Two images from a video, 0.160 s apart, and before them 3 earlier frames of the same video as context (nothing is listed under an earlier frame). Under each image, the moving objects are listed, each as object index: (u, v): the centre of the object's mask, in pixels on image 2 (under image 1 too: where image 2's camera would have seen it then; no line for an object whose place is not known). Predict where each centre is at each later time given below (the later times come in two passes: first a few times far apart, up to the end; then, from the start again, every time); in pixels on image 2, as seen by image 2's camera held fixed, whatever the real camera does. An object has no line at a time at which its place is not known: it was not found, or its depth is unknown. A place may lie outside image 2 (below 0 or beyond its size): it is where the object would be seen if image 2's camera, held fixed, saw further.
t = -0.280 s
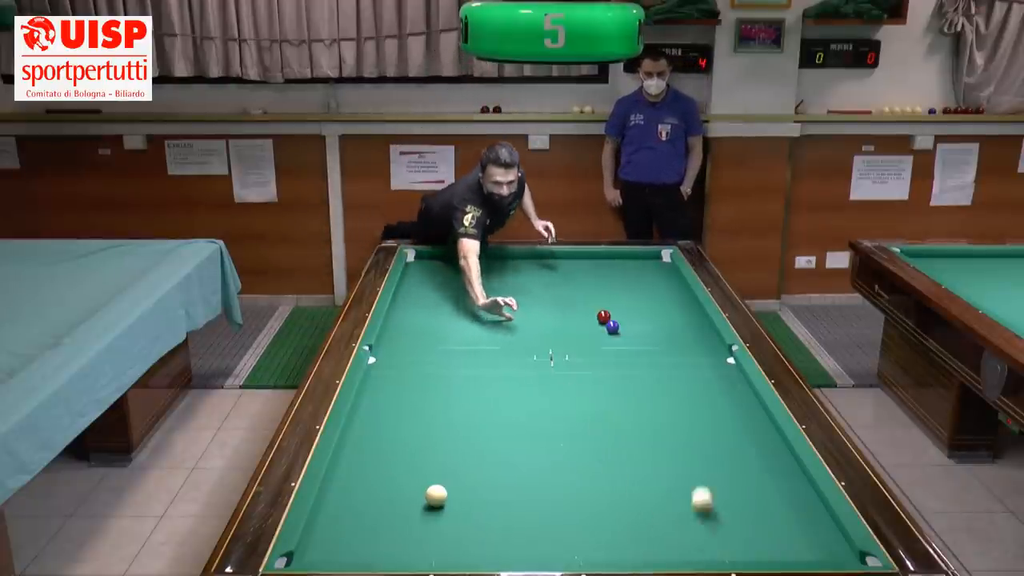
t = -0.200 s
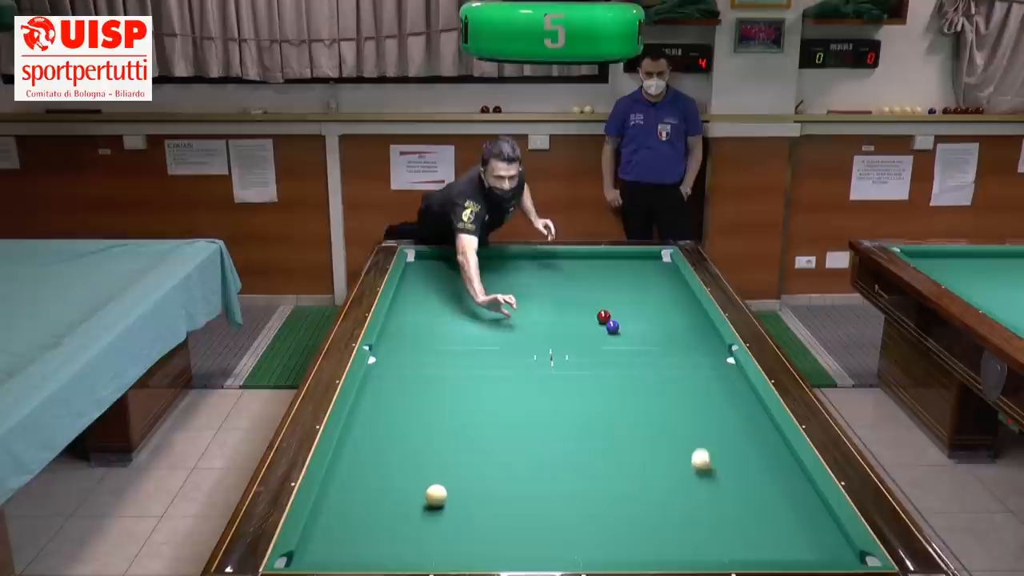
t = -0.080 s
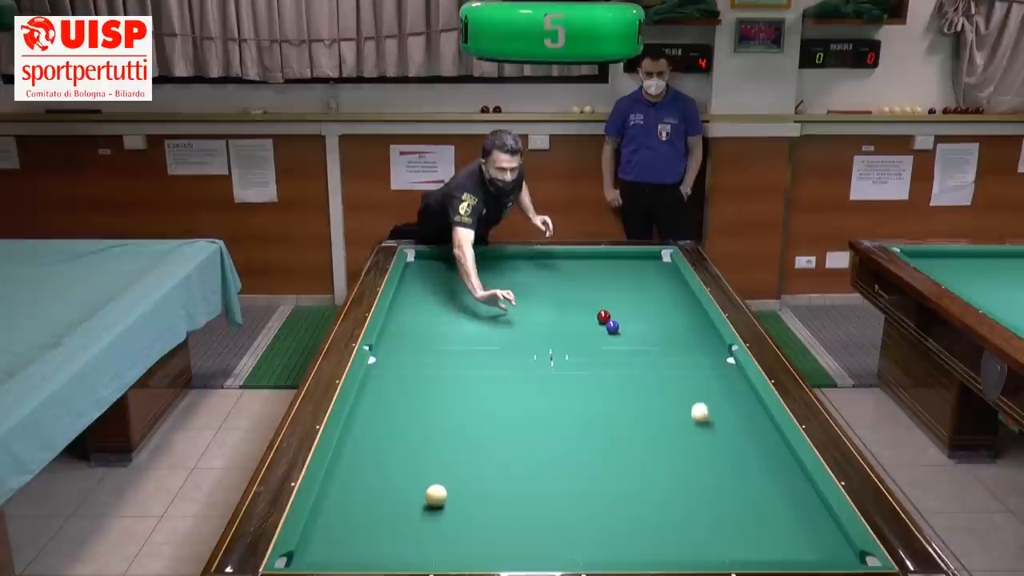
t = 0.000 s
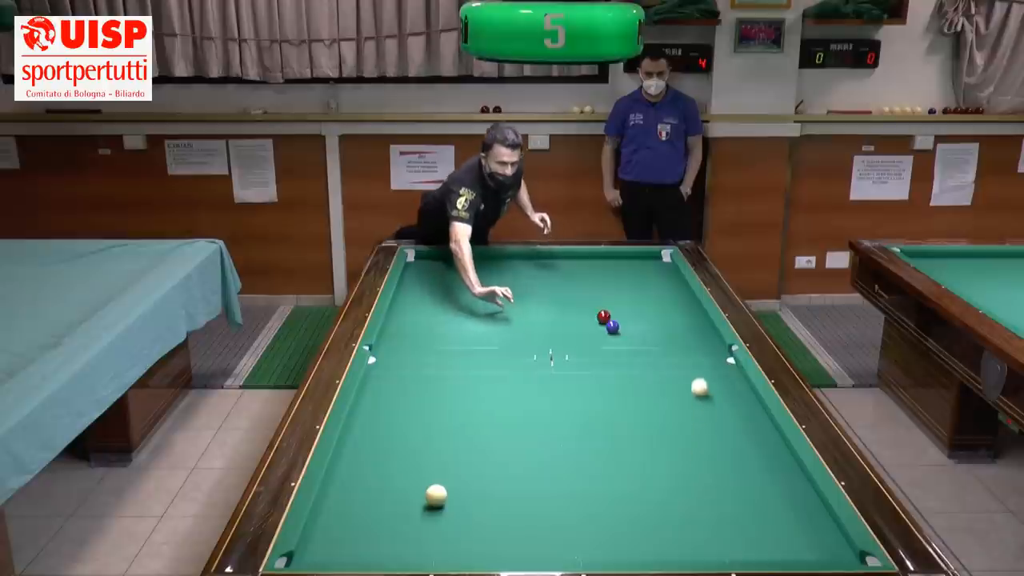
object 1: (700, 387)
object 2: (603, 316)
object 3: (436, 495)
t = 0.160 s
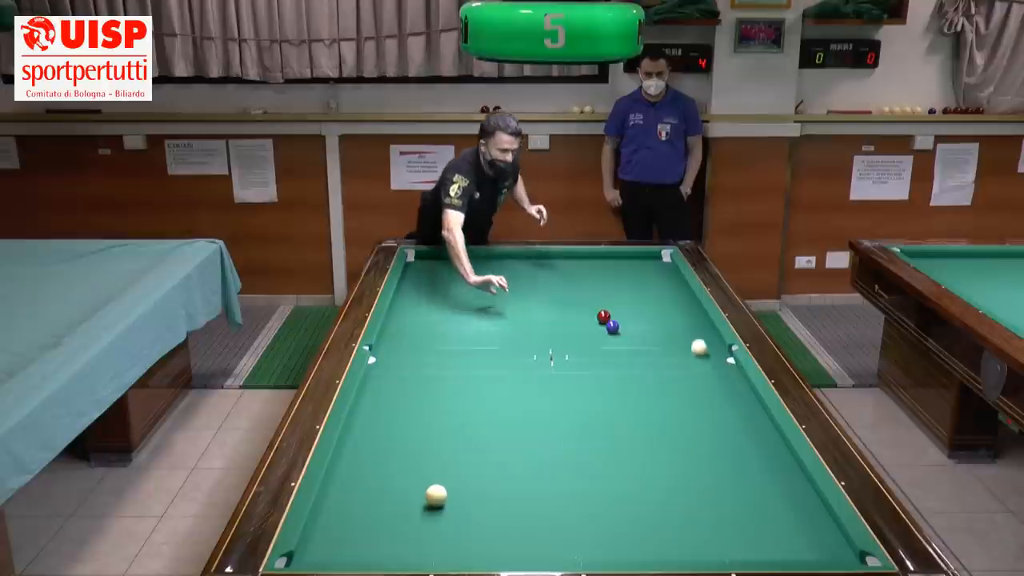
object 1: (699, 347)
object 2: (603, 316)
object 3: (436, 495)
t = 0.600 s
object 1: (663, 276)
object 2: (603, 316)
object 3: (436, 496)
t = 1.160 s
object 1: (629, 288)
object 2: (603, 316)
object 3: (436, 496)
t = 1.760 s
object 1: (631, 325)
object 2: (567, 331)
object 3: (436, 495)
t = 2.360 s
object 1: (667, 354)
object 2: (495, 361)
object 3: (436, 496)
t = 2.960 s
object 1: (707, 386)
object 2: (413, 395)
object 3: (436, 495)
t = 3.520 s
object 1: (747, 419)
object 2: (367, 426)
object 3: (436, 496)
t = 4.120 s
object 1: (781, 456)
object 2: (405, 455)
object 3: (436, 496)
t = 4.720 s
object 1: (790, 494)
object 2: (447, 483)
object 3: (436, 496)
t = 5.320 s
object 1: (800, 534)
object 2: (498, 503)
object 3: (426, 506)
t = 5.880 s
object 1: (801, 551)
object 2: (547, 518)
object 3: (419, 514)
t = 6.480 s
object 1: (785, 532)
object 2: (597, 535)
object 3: (413, 519)
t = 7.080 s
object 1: (772, 514)
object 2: (644, 548)
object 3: (409, 522)
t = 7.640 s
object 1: (762, 502)
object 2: (685, 555)
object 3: (409, 522)
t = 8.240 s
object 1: (753, 491)
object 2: (709, 553)
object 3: (409, 522)
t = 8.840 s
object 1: (746, 483)
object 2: (725, 549)
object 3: (409, 522)
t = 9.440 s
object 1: (741, 478)
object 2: (736, 546)
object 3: (410, 521)
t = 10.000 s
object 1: (739, 476)
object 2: (741, 543)
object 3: (409, 522)
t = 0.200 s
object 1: (699, 339)
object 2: (603, 316)
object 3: (436, 496)
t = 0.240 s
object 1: (699, 331)
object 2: (603, 316)
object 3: (436, 495)
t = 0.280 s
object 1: (698, 323)
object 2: (603, 316)
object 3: (436, 496)
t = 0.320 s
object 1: (698, 316)
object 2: (603, 316)
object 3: (436, 495)
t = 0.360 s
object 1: (695, 309)
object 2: (603, 316)
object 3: (436, 496)
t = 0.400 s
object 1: (688, 303)
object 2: (603, 316)
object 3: (436, 495)
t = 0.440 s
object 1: (683, 297)
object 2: (603, 316)
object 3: (436, 496)
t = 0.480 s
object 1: (677, 292)
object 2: (603, 316)
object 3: (436, 495)
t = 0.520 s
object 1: (672, 286)
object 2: (603, 316)
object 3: (436, 496)
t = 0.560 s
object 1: (667, 281)
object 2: (603, 316)
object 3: (436, 495)
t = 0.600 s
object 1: (663, 276)
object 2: (603, 316)
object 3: (436, 496)
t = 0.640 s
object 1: (658, 271)
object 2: (603, 316)
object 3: (436, 495)
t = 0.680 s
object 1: (654, 266)
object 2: (603, 316)
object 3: (436, 495)
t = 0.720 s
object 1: (650, 262)
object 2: (603, 316)
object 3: (436, 496)
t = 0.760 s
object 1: (646, 257)
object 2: (603, 316)
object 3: (436, 496)
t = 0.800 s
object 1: (643, 257)
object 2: (603, 316)
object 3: (436, 496)
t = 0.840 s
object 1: (642, 261)
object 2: (603, 316)
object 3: (436, 496)
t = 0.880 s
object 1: (640, 264)
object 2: (603, 316)
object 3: (436, 495)
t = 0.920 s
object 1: (639, 268)
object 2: (603, 316)
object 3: (436, 495)
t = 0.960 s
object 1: (638, 271)
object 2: (603, 316)
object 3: (436, 496)
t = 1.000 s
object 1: (636, 275)
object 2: (603, 316)
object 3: (436, 496)
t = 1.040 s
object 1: (634, 278)
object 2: (603, 316)
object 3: (436, 495)
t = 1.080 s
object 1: (632, 281)
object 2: (603, 316)
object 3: (436, 496)
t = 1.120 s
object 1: (631, 284)
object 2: (603, 316)
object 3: (436, 495)
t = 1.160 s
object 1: (629, 288)
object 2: (603, 316)
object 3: (436, 496)
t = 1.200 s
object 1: (627, 291)
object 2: (603, 316)
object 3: (436, 496)
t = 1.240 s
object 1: (625, 294)
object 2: (603, 316)
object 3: (436, 496)
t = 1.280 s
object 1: (623, 297)
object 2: (603, 316)
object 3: (436, 495)
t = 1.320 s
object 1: (621, 300)
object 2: (603, 316)
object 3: (436, 495)
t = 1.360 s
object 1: (618, 303)
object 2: (603, 316)
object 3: (436, 495)
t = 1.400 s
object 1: (616, 307)
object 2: (603, 316)
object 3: (436, 495)
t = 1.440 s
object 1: (615, 310)
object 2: (602, 316)
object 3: (436, 495)
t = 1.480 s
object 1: (613, 313)
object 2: (601, 317)
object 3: (436, 495)
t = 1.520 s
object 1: (616, 314)
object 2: (596, 320)
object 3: (436, 495)
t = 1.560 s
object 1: (619, 316)
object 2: (591, 322)
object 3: (436, 495)
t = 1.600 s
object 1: (622, 318)
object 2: (585, 323)
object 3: (436, 495)
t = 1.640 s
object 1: (624, 319)
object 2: (581, 326)
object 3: (436, 495)
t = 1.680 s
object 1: (626, 321)
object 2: (576, 327)
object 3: (436, 495)
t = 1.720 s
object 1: (628, 323)
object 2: (572, 329)
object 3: (436, 496)
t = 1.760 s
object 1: (631, 325)
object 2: (567, 331)
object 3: (436, 495)
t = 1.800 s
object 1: (633, 327)
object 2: (563, 333)
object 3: (436, 496)
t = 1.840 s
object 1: (635, 329)
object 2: (558, 335)
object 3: (436, 496)
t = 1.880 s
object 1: (638, 330)
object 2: (553, 337)
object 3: (436, 496)
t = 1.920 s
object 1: (640, 333)
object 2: (549, 339)
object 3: (436, 496)
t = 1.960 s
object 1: (642, 334)
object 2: (544, 341)
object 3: (436, 496)
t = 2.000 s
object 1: (645, 336)
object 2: (539, 343)
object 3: (436, 495)
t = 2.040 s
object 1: (647, 338)
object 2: (534, 345)
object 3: (436, 496)
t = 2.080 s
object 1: (650, 340)
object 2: (530, 347)
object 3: (436, 495)
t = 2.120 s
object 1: (652, 342)
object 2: (525, 348)
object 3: (436, 496)
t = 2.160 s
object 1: (654, 344)
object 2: (520, 351)
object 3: (436, 496)
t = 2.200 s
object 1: (657, 346)
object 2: (515, 353)
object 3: (436, 496)
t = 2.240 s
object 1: (659, 348)
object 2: (510, 355)
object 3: (436, 496)
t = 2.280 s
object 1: (662, 350)
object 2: (505, 357)
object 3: (436, 496)
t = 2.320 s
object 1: (664, 352)
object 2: (500, 359)
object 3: (436, 496)
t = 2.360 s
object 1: (667, 354)
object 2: (495, 361)
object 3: (436, 496)
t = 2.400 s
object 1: (669, 356)
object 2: (489, 364)
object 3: (436, 496)
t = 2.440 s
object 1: (672, 358)
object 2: (484, 365)
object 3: (436, 496)
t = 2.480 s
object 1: (674, 360)
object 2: (479, 368)
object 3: (436, 496)
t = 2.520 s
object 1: (677, 362)
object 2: (474, 370)
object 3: (436, 496)
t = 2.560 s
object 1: (680, 364)
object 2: (468, 372)
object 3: (436, 496)
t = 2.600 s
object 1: (682, 366)
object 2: (463, 374)
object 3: (436, 496)
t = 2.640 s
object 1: (685, 368)
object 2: (458, 376)
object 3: (436, 495)
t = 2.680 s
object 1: (688, 370)
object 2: (452, 379)
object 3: (436, 496)
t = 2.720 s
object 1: (690, 372)
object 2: (447, 381)
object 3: (436, 496)
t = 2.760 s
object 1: (693, 375)
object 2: (441, 383)
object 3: (436, 496)
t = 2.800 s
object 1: (696, 377)
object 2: (435, 385)
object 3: (436, 496)
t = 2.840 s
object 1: (698, 379)
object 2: (430, 388)
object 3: (436, 496)
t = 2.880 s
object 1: (701, 381)
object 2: (424, 390)
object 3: (436, 496)
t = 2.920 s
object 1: (704, 384)
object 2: (418, 392)
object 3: (436, 496)
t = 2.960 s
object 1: (707, 386)
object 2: (413, 395)
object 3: (436, 495)
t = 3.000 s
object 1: (709, 388)
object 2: (406, 397)
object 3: (436, 496)
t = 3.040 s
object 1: (712, 390)
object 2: (401, 400)
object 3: (436, 496)
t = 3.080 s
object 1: (715, 393)
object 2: (395, 402)
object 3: (436, 496)
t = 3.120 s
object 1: (718, 395)
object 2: (389, 404)
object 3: (436, 496)
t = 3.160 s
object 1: (721, 397)
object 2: (383, 407)
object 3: (436, 496)
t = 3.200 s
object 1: (724, 400)
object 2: (377, 409)
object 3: (436, 496)
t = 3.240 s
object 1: (727, 402)
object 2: (371, 412)
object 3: (436, 495)
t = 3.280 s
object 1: (729, 404)
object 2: (364, 414)
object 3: (436, 496)
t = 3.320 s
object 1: (733, 407)
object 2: (358, 417)
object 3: (436, 495)
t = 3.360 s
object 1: (736, 409)
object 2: (357, 419)
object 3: (436, 496)
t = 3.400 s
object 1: (738, 411)
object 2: (360, 421)
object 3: (436, 495)
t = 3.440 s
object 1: (741, 414)
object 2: (362, 423)
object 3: (436, 496)
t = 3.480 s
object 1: (744, 417)
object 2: (365, 425)
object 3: (436, 496)
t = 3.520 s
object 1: (747, 419)
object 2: (367, 426)
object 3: (436, 496)
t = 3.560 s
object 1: (751, 421)
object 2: (370, 428)
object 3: (436, 495)
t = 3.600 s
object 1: (754, 424)
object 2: (372, 430)
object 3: (436, 496)
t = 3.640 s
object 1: (757, 426)
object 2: (374, 432)
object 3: (436, 496)
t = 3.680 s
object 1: (760, 429)
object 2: (377, 434)
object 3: (436, 495)
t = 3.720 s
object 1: (763, 431)
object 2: (379, 436)
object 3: (436, 495)
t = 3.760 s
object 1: (766, 434)
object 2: (382, 438)
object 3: (436, 496)
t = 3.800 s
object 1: (769, 436)
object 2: (384, 439)
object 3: (436, 495)
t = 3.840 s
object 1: (772, 439)
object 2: (387, 442)
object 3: (436, 495)
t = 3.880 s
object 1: (776, 442)
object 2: (389, 444)
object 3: (436, 495)
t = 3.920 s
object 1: (777, 445)
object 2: (392, 446)
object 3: (436, 495)
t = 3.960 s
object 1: (778, 447)
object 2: (395, 447)
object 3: (436, 496)
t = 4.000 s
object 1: (779, 449)
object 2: (397, 449)
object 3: (436, 496)
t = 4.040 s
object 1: (779, 451)
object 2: (399, 451)
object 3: (436, 496)
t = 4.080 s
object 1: (780, 454)
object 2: (402, 453)
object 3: (436, 496)
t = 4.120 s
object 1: (781, 456)
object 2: (405, 455)
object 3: (436, 496)
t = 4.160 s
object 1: (781, 459)
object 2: (407, 457)
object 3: (436, 496)
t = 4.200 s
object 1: (782, 461)
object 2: (410, 459)
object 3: (436, 496)
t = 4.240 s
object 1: (782, 464)
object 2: (413, 461)
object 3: (436, 495)
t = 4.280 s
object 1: (783, 466)
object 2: (415, 463)
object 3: (436, 495)
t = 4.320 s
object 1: (784, 469)
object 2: (418, 465)
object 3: (436, 496)
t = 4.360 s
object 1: (784, 471)
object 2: (421, 467)
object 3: (436, 496)
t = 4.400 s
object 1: (785, 474)
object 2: (423, 469)
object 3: (436, 496)
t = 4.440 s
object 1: (786, 476)
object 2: (426, 471)
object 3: (436, 496)
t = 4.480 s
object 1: (786, 479)
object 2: (428, 473)
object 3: (436, 496)
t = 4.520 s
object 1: (787, 481)
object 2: (431, 474)
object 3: (436, 496)
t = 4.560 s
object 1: (788, 484)
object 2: (434, 476)
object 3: (436, 496)
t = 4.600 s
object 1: (788, 486)
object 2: (437, 477)
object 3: (436, 496)
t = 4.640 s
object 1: (789, 489)
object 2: (440, 478)
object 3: (436, 496)
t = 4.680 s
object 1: (790, 492)
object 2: (444, 480)
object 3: (436, 496)
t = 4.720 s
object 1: (790, 494)
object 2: (447, 483)
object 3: (436, 496)
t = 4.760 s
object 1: (791, 497)
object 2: (450, 485)
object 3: (435, 496)
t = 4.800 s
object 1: (792, 500)
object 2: (453, 487)
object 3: (435, 497)
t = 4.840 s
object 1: (793, 502)
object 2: (456, 489)
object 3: (434, 498)
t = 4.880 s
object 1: (793, 505)
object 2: (459, 490)
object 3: (433, 498)
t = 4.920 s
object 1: (794, 508)
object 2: (463, 492)
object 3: (432, 499)
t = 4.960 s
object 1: (794, 510)
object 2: (466, 492)
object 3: (432, 500)
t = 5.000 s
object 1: (795, 513)
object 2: (470, 494)
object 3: (431, 501)
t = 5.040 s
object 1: (795, 515)
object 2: (473, 495)
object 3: (430, 501)
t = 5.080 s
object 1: (796, 518)
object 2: (477, 496)
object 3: (430, 502)
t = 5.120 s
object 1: (797, 521)
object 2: (480, 497)
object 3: (429, 503)
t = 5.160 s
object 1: (797, 523)
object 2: (484, 499)
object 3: (428, 504)
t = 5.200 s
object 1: (798, 526)
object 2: (488, 499)
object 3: (428, 504)
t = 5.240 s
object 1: (799, 529)
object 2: (491, 500)
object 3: (427, 505)
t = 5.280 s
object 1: (799, 532)
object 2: (495, 502)
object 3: (426, 506)
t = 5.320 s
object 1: (800, 534)
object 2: (498, 503)
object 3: (426, 506)
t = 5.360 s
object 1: (801, 537)
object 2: (502, 504)
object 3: (425, 507)
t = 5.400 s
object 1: (802, 540)
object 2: (505, 505)
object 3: (425, 508)
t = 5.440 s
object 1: (803, 543)
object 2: (509, 506)
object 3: (424, 508)
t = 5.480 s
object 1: (803, 545)
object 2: (513, 507)
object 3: (423, 509)
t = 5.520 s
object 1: (803, 547)
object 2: (516, 509)
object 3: (423, 509)
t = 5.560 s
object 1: (804, 549)
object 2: (519, 510)
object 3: (422, 510)
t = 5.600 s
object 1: (805, 551)
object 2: (523, 511)
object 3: (422, 510)
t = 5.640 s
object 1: (805, 554)
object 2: (526, 512)
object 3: (421, 511)
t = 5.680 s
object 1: (806, 555)
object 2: (530, 513)
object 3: (421, 511)
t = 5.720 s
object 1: (806, 555)
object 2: (533, 514)
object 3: (420, 512)
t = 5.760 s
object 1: (804, 554)
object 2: (537, 515)
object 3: (420, 512)
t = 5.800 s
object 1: (803, 553)
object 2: (540, 516)
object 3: (419, 513)
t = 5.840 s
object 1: (802, 552)
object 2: (544, 517)
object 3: (419, 513)
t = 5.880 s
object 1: (801, 551)
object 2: (547, 518)
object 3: (419, 514)
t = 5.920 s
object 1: (800, 549)
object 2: (550, 520)
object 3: (418, 514)
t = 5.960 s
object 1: (799, 548)
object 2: (554, 521)
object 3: (417, 515)
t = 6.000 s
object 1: (798, 547)
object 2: (557, 522)
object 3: (417, 515)
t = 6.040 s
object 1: (797, 546)
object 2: (561, 523)
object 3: (417, 515)
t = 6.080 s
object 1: (796, 545)
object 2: (564, 524)
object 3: (416, 516)
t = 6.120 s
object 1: (795, 544)
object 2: (567, 525)
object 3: (416, 516)
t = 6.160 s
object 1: (794, 543)
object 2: (571, 526)
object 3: (416, 517)
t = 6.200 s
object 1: (793, 541)
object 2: (574, 527)
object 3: (415, 517)
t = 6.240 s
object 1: (791, 540)
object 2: (578, 528)
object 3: (415, 517)
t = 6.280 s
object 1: (790, 539)
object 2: (581, 529)
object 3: (415, 517)
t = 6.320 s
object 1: (789, 537)
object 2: (584, 530)
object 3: (414, 518)
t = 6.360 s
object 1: (789, 536)
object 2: (588, 532)
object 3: (414, 518)
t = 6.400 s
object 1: (788, 534)
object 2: (591, 533)
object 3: (414, 519)
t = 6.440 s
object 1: (786, 533)
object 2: (594, 534)
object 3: (413, 519)
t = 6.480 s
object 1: (785, 532)
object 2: (597, 535)
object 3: (413, 519)
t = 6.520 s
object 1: (784, 530)
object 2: (601, 536)
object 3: (413, 519)
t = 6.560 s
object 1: (783, 529)
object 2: (604, 537)
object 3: (412, 520)
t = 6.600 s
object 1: (782, 528)
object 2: (607, 538)
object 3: (412, 520)
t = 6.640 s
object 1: (781, 527)
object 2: (610, 539)
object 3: (412, 520)
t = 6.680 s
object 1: (781, 525)
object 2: (614, 540)
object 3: (411, 521)
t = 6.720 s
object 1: (779, 524)
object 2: (617, 541)
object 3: (411, 521)
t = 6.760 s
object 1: (779, 523)
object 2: (620, 542)
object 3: (411, 521)
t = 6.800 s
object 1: (778, 522)
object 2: (623, 543)
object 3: (411, 521)
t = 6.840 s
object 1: (777, 521)
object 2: (626, 544)
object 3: (410, 521)
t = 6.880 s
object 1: (776, 520)
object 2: (629, 544)
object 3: (410, 522)
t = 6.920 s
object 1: (775, 519)
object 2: (632, 545)
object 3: (410, 522)
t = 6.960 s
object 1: (775, 518)
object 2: (635, 546)
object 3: (410, 522)
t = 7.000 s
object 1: (774, 516)
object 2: (638, 547)
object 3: (409, 522)
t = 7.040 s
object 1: (773, 515)
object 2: (641, 547)
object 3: (409, 522)
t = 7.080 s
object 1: (772, 514)
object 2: (644, 548)
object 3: (409, 522)
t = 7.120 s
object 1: (771, 513)
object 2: (648, 548)
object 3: (409, 522)
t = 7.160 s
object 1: (771, 512)
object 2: (651, 549)
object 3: (409, 522)
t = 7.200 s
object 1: (770, 511)
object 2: (653, 550)
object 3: (409, 522)
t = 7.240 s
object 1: (769, 511)
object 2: (656, 550)
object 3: (409, 522)
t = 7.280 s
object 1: (768, 510)
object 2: (659, 551)
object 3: (409, 522)
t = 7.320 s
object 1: (768, 509)
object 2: (662, 551)
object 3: (409, 522)
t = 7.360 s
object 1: (767, 508)
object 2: (665, 552)
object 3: (409, 522)
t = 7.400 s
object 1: (766, 507)
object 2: (668, 552)
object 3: (409, 522)
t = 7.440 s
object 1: (765, 506)
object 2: (671, 553)
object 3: (409, 522)
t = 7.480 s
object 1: (764, 505)
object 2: (674, 553)
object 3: (409, 522)
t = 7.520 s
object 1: (764, 504)
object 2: (676, 554)
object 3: (409, 522)
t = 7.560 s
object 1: (763, 503)
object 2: (679, 554)
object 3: (409, 522)
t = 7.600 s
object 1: (762, 502)
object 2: (682, 555)
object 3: (409, 522)
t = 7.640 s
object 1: (762, 502)
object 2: (685, 555)
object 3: (409, 522)
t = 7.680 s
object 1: (761, 501)
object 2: (687, 556)
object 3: (409, 522)
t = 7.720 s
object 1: (760, 500)
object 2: (689, 556)
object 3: (409, 522)
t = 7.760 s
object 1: (760, 499)
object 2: (691, 555)
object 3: (409, 522)
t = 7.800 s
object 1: (759, 498)
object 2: (693, 555)
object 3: (409, 522)
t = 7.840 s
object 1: (759, 498)
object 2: (694, 555)
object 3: (409, 522)
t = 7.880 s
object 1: (758, 497)
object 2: (696, 554)
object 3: (409, 522)
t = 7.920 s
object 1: (757, 496)
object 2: (697, 554)
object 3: (409, 522)
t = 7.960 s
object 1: (757, 495)
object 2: (699, 554)
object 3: (409, 522)
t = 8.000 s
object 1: (756, 495)
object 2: (700, 554)
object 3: (409, 522)
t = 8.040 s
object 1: (756, 494)
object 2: (702, 554)
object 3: (409, 522)
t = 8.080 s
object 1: (755, 493)
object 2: (703, 553)
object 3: (409, 522)
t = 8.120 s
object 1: (754, 493)
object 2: (704, 553)
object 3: (409, 522)
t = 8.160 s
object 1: (754, 492)
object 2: (706, 553)
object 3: (409, 522)
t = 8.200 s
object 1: (753, 492)
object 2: (707, 553)
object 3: (409, 522)
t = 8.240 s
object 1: (753, 491)
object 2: (709, 553)
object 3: (409, 522)
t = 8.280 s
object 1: (753, 490)
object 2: (710, 552)
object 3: (409, 522)
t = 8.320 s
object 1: (752, 490)
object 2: (711, 552)
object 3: (409, 522)
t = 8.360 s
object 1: (752, 489)
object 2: (712, 552)
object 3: (409, 522)
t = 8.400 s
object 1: (751, 489)
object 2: (714, 552)
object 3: (409, 522)
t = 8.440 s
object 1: (750, 488)
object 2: (715, 552)
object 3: (409, 522)
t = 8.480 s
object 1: (750, 488)
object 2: (716, 551)
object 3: (409, 522)
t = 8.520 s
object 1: (749, 487)
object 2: (717, 551)
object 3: (409, 522)
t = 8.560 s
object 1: (749, 486)
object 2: (718, 551)
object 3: (409, 522)
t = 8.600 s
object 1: (748, 486)
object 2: (719, 550)
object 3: (409, 522)
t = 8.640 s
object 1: (748, 486)
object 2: (720, 550)
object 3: (409, 522)
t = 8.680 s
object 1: (748, 485)
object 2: (721, 550)
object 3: (409, 522)
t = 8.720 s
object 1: (747, 485)
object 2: (722, 550)
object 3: (409, 522)
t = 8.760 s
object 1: (746, 484)
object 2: (723, 550)
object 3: (409, 522)
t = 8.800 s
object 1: (746, 483)
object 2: (724, 549)
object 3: (409, 522)
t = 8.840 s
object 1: (746, 483)
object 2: (725, 549)
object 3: (409, 522)
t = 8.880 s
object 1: (745, 483)
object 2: (726, 549)
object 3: (409, 521)
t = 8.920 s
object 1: (745, 483)
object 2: (727, 549)
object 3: (409, 522)
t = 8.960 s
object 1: (745, 482)
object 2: (728, 549)
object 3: (409, 521)
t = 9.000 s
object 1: (744, 482)
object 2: (729, 549)
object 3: (409, 521)
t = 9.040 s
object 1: (744, 481)
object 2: (729, 548)
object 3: (409, 522)
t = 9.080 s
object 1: (744, 481)
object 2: (730, 548)
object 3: (409, 521)
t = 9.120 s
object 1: (743, 481)
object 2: (731, 548)
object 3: (409, 521)
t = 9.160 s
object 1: (743, 480)
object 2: (731, 548)
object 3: (409, 522)
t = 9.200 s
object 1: (743, 480)
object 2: (732, 547)
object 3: (409, 521)
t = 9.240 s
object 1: (743, 480)
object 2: (733, 547)
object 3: (410, 521)
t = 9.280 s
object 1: (742, 479)
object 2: (733, 547)
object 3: (409, 522)
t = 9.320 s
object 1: (742, 479)
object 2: (734, 547)
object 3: (409, 521)
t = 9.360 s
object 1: (742, 479)
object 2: (734, 547)
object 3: (410, 521)
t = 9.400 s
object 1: (741, 478)
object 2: (735, 546)
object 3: (409, 522)
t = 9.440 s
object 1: (741, 478)
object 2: (736, 546)
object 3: (410, 521)
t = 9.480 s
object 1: (741, 478)
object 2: (736, 546)
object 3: (410, 521)
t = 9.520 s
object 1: (741, 478)
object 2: (737, 546)
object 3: (409, 522)
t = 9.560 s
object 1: (740, 478)
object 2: (737, 546)
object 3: (409, 522)
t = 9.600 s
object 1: (740, 477)
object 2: (737, 545)
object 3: (410, 521)
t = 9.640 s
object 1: (740, 477)
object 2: (738, 545)
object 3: (410, 521)
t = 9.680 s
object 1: (740, 477)
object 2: (738, 545)
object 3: (410, 521)
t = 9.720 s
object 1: (740, 477)
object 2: (739, 545)
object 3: (410, 521)
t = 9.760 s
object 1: (739, 477)
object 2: (739, 545)
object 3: (410, 521)
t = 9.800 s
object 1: (739, 476)
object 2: (739, 544)
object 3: (410, 521)
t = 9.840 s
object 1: (739, 476)
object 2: (740, 544)
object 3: (409, 522)
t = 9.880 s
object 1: (739, 476)
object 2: (740, 544)
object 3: (409, 522)
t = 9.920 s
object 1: (739, 476)
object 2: (740, 544)
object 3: (409, 522)
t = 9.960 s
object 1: (739, 476)
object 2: (740, 543)
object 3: (410, 521)
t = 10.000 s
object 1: (739, 476)
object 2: (741, 543)
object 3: (409, 522)
